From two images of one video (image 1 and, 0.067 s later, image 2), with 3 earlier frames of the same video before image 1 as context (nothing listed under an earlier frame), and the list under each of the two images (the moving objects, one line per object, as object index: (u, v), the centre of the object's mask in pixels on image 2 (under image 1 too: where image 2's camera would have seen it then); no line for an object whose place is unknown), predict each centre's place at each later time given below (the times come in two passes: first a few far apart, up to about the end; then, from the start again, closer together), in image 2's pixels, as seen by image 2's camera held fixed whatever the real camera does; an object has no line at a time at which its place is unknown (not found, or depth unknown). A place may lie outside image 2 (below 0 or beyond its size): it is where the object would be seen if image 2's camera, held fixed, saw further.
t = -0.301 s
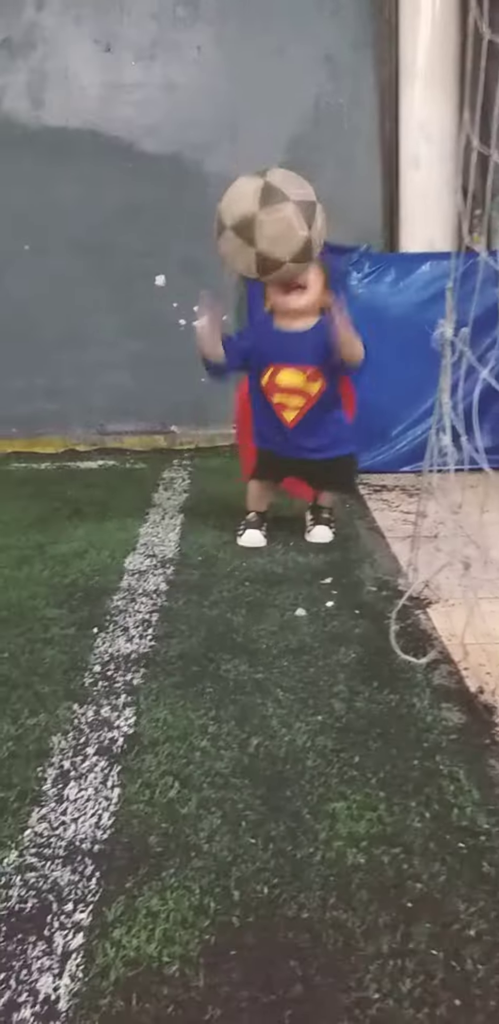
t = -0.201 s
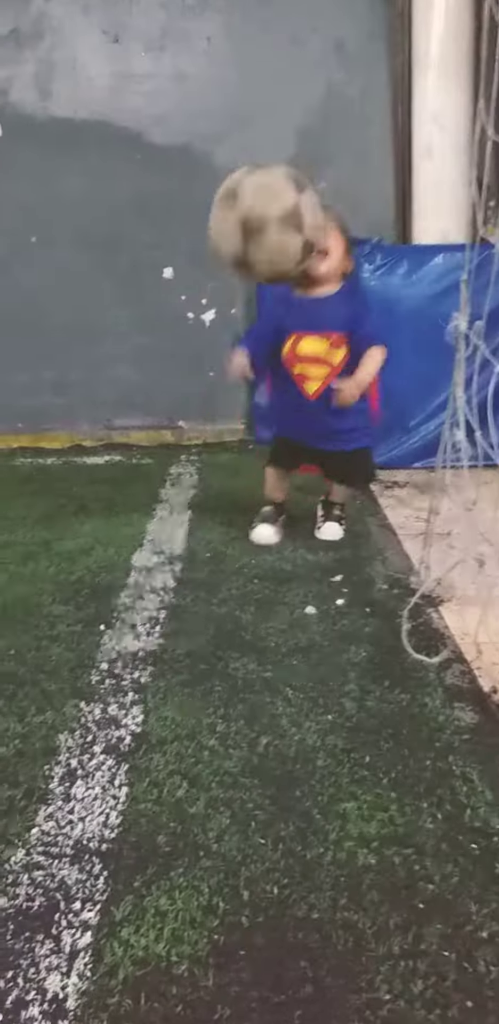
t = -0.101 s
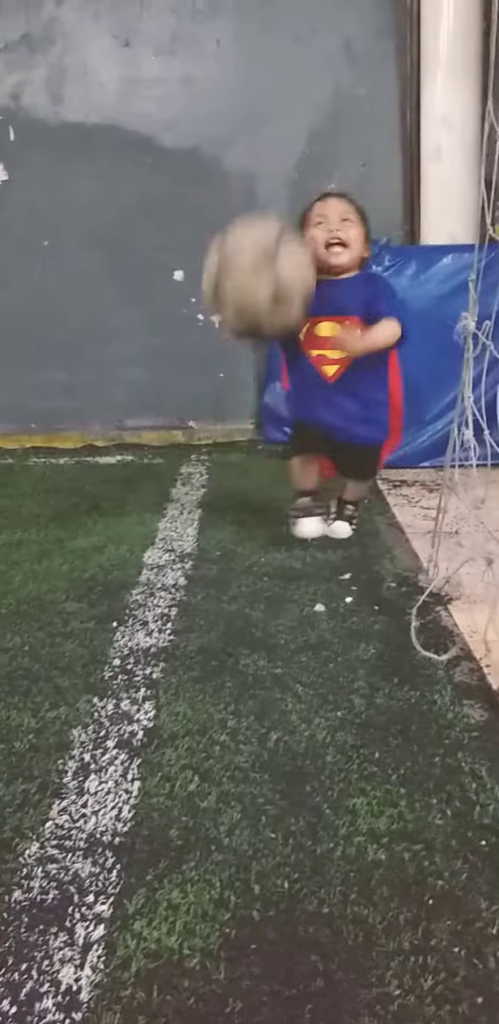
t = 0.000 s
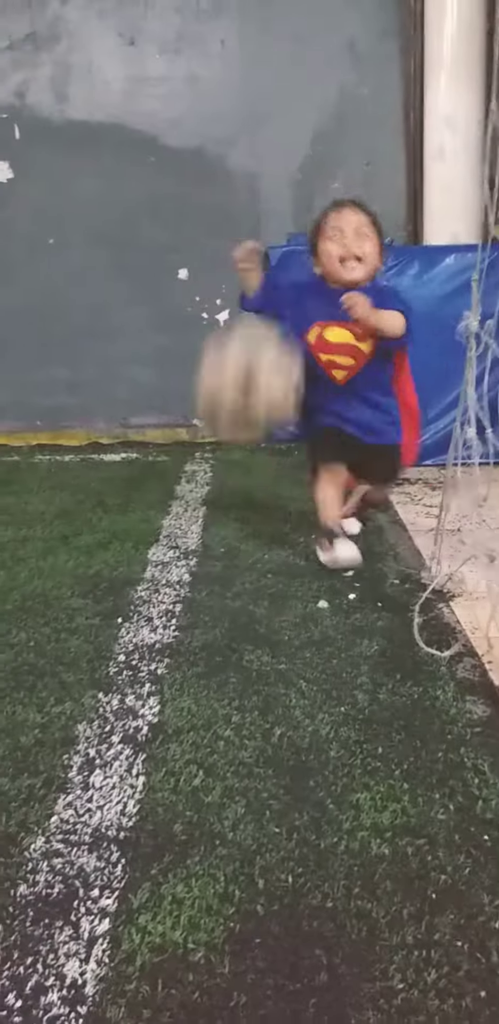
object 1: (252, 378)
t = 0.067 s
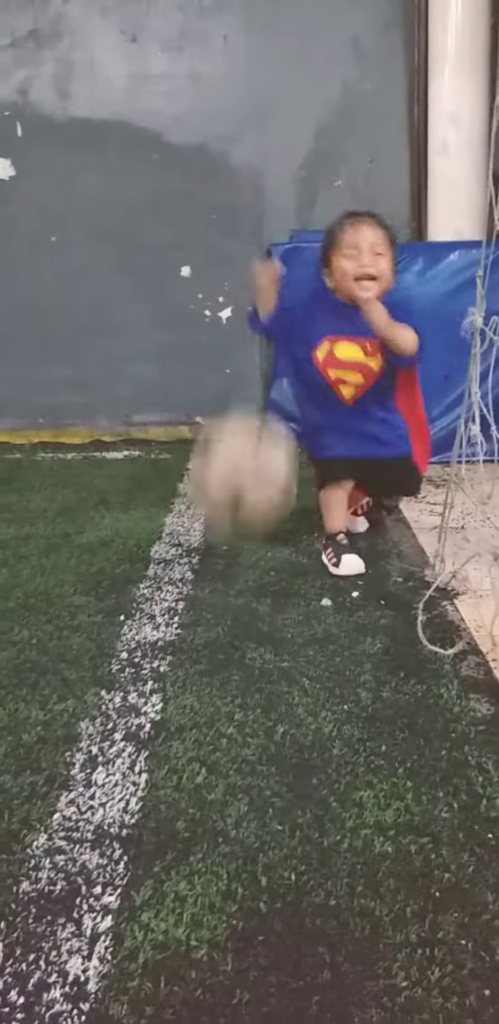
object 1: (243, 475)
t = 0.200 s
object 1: (216, 447)
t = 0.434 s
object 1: (161, 395)
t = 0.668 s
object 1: (116, 562)
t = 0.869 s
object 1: (69, 503)
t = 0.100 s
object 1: (241, 523)
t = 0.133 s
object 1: (232, 512)
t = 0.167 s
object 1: (224, 478)
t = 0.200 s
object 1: (216, 447)
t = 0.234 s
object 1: (208, 423)
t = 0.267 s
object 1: (199, 404)
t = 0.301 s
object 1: (191, 392)
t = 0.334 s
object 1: (183, 384)
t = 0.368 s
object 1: (176, 383)
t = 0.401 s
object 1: (168, 387)
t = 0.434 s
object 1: (161, 395)
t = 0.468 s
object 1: (154, 410)
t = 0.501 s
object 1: (148, 434)
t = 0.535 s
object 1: (141, 464)
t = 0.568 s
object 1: (138, 501)
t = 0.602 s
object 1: (130, 542)
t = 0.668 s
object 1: (116, 562)
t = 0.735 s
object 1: (99, 518)
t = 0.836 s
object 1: (76, 498)
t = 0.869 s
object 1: (69, 503)
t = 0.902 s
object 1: (62, 516)
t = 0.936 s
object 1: (55, 534)
